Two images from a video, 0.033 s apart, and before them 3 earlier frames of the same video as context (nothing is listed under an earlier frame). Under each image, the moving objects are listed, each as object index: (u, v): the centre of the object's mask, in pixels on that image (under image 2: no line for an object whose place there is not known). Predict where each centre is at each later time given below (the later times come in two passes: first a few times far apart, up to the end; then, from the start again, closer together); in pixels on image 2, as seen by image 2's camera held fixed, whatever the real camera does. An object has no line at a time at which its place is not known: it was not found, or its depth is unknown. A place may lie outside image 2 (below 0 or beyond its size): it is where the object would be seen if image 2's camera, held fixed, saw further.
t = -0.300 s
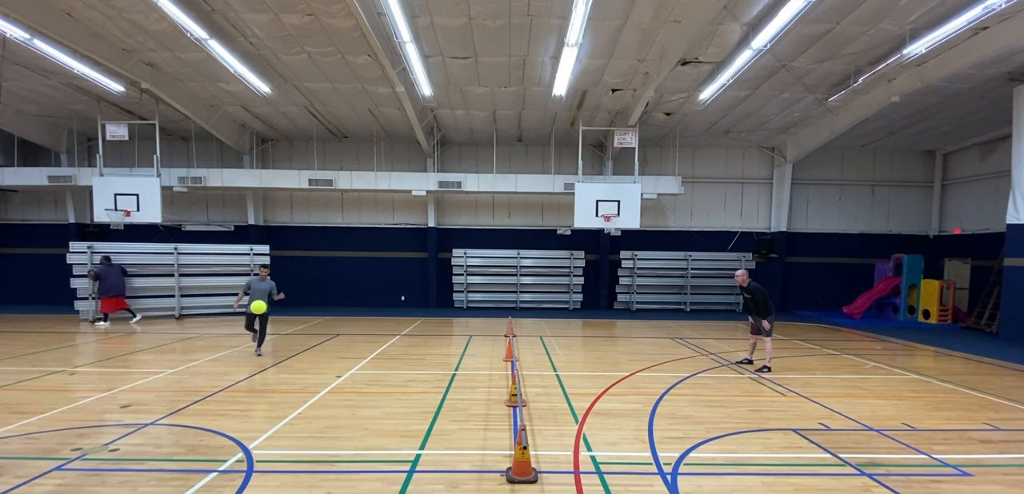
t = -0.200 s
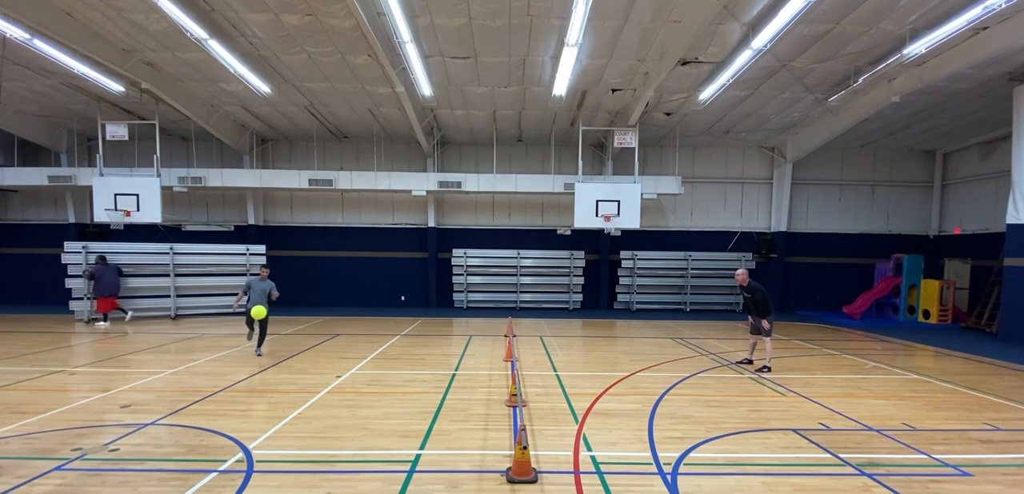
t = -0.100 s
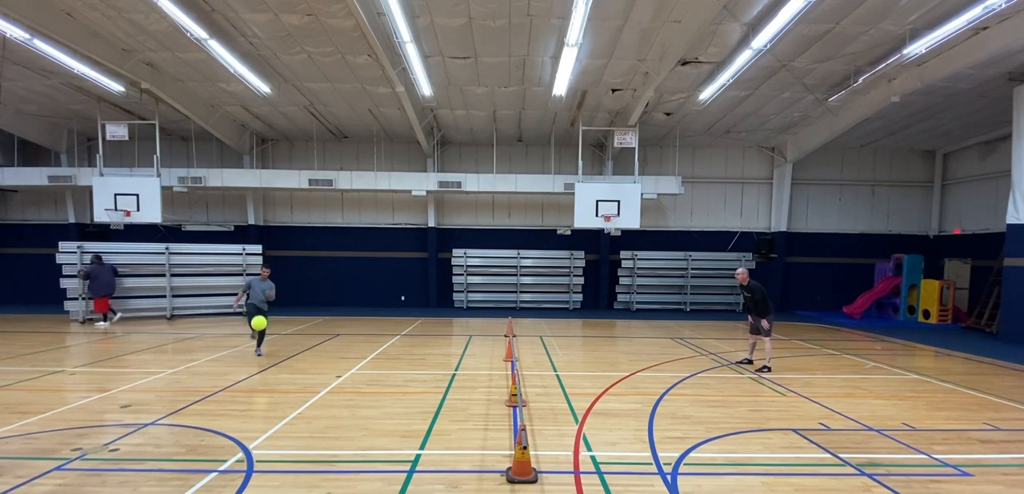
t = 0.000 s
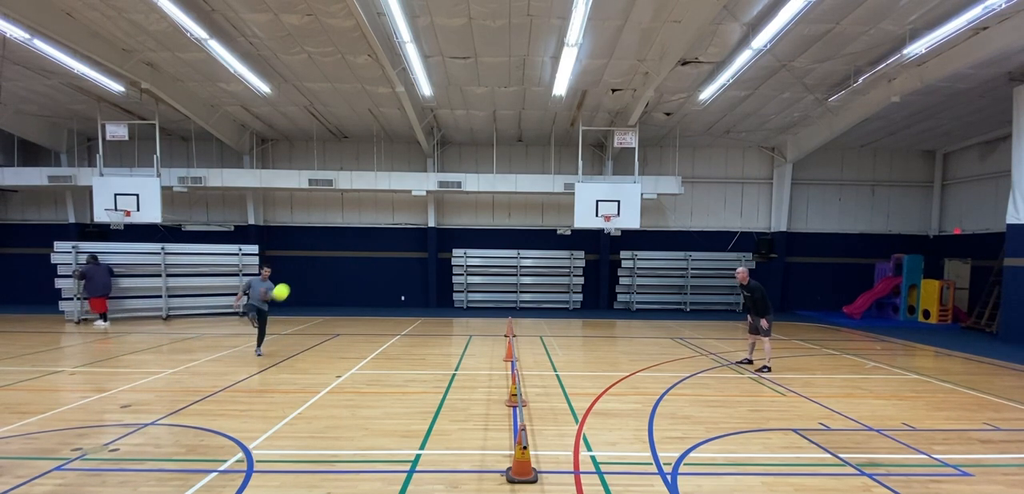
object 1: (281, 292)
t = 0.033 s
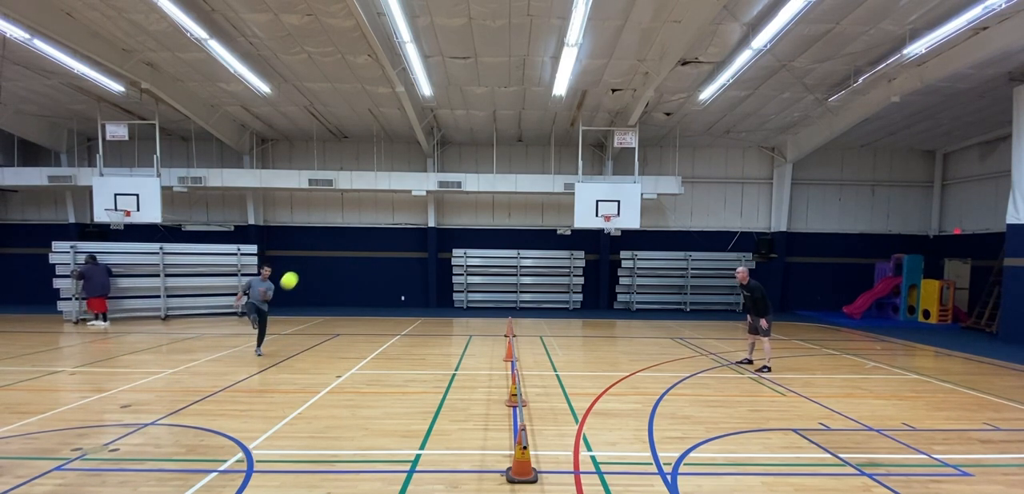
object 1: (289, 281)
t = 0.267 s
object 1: (347, 220)
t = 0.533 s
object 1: (410, 195)
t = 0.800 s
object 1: (467, 211)
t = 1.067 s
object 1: (518, 264)
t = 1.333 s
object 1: (563, 346)
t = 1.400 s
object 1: (571, 338)
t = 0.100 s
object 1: (306, 259)
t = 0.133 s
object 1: (314, 251)
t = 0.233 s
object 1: (339, 227)
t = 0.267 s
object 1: (347, 220)
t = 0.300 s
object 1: (355, 215)
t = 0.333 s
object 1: (363, 210)
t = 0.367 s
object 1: (371, 206)
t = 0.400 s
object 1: (379, 202)
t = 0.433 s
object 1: (387, 199)
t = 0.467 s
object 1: (395, 198)
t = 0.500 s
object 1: (402, 196)
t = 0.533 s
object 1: (410, 195)
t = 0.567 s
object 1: (418, 195)
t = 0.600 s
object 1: (425, 196)
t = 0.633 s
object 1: (432, 197)
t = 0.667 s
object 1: (440, 198)
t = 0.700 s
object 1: (447, 200)
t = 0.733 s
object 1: (454, 203)
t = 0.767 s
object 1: (461, 207)
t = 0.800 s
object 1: (467, 211)
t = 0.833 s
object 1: (474, 216)
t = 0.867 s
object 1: (481, 221)
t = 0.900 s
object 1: (487, 227)
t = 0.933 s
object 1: (494, 234)
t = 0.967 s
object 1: (500, 240)
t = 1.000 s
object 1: (506, 246)
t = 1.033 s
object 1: (512, 255)
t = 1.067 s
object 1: (518, 264)
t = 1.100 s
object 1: (524, 272)
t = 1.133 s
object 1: (530, 282)
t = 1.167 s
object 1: (536, 291)
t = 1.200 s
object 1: (542, 302)
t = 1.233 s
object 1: (547, 312)
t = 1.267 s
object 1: (552, 323)
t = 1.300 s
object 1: (558, 333)
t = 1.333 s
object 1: (563, 346)
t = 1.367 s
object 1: (568, 350)
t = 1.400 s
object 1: (571, 338)
